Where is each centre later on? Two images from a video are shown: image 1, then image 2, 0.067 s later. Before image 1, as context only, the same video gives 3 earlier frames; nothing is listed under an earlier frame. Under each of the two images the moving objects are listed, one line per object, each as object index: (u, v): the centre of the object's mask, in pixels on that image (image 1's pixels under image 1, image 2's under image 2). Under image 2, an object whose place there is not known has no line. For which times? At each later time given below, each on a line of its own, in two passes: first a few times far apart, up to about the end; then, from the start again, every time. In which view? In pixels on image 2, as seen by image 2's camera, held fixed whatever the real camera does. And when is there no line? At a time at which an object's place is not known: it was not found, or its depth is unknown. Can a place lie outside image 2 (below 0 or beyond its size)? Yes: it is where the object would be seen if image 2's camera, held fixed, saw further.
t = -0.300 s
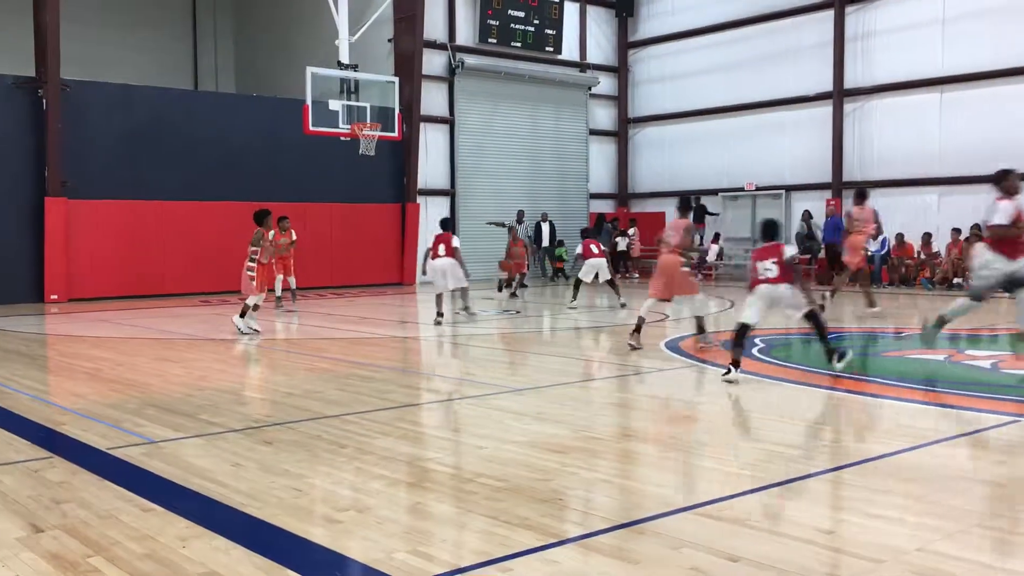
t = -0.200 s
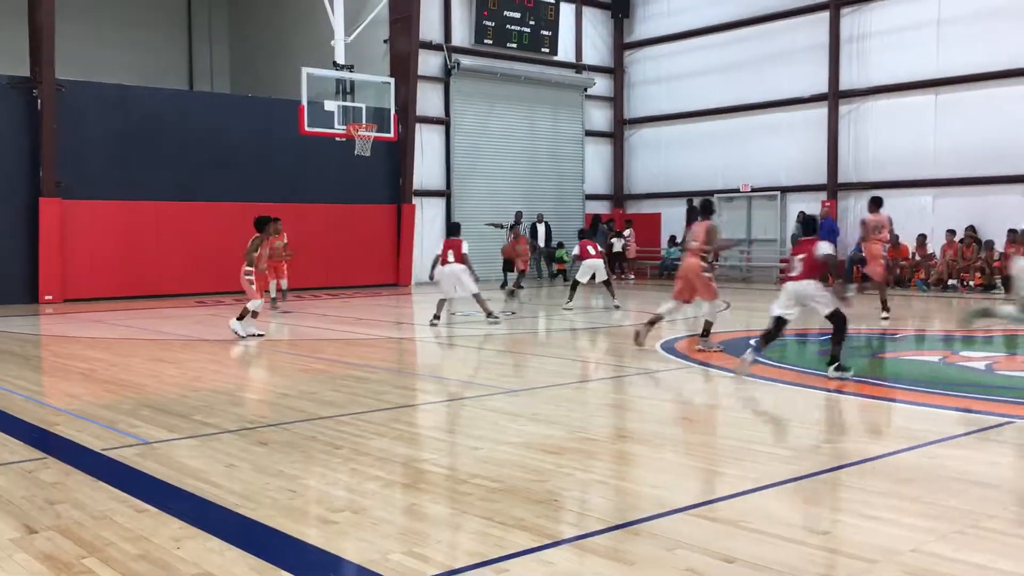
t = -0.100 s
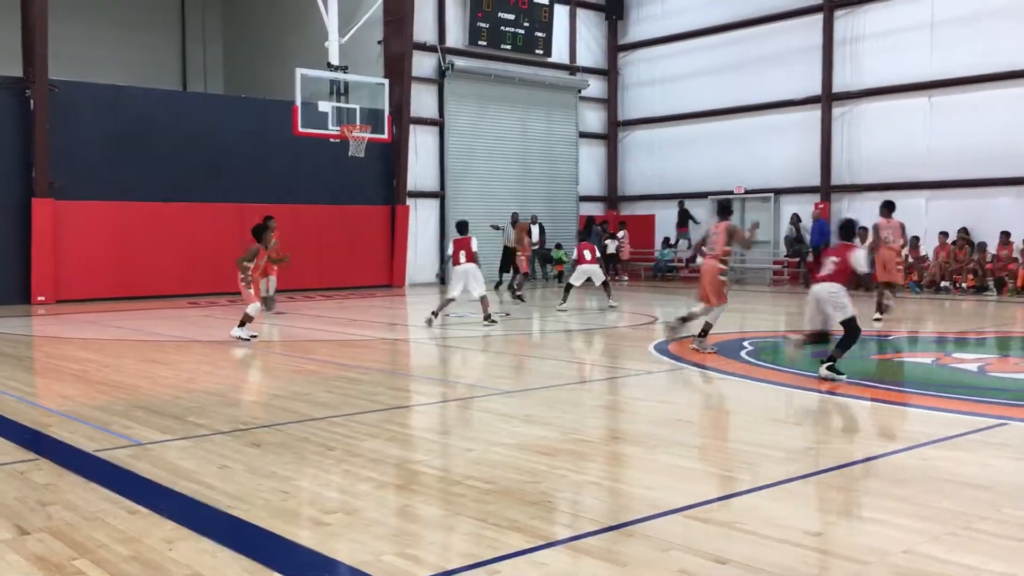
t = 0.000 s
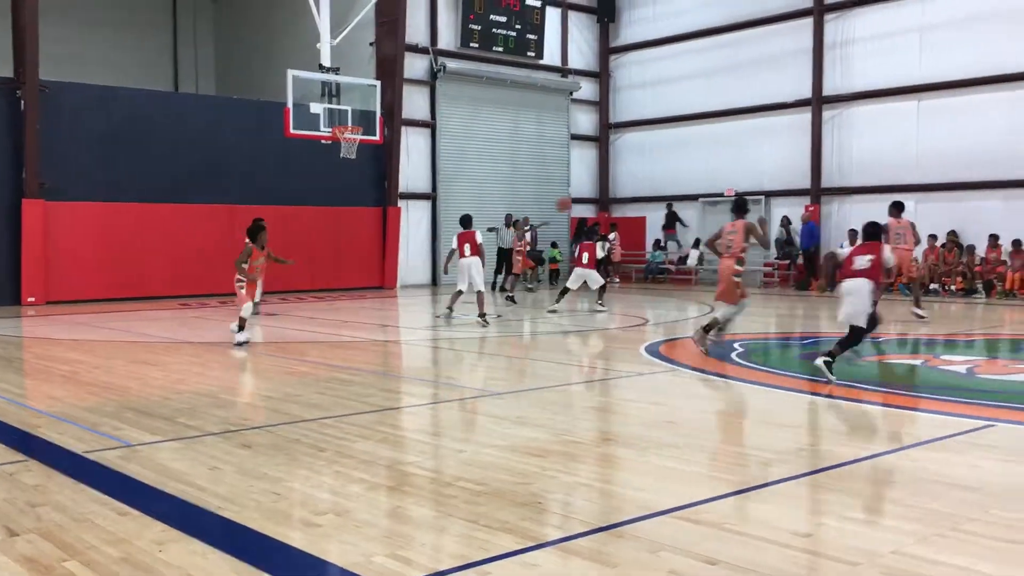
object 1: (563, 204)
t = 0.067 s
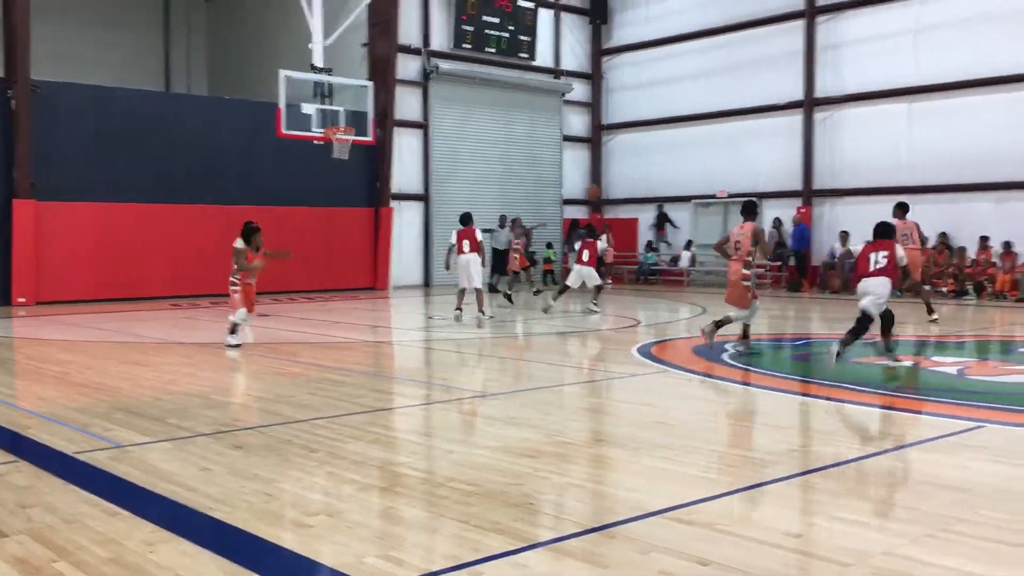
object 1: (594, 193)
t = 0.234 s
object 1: (686, 170)
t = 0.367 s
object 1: (767, 164)
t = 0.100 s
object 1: (610, 188)
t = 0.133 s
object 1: (629, 181)
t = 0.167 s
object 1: (648, 177)
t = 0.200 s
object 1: (667, 173)
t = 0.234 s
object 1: (686, 170)
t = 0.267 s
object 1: (705, 167)
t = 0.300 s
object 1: (725, 165)
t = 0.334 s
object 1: (746, 164)
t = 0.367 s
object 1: (767, 164)
